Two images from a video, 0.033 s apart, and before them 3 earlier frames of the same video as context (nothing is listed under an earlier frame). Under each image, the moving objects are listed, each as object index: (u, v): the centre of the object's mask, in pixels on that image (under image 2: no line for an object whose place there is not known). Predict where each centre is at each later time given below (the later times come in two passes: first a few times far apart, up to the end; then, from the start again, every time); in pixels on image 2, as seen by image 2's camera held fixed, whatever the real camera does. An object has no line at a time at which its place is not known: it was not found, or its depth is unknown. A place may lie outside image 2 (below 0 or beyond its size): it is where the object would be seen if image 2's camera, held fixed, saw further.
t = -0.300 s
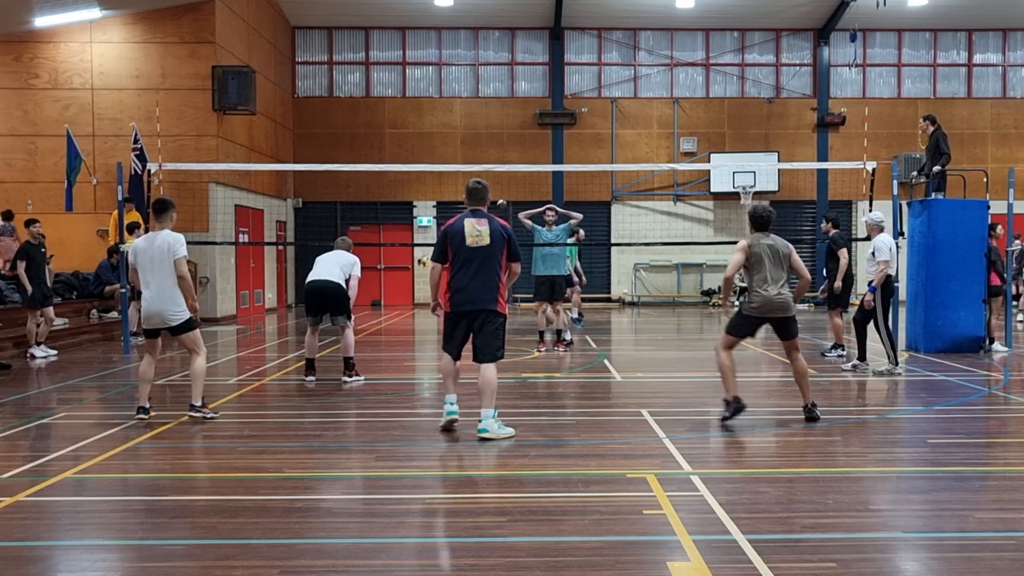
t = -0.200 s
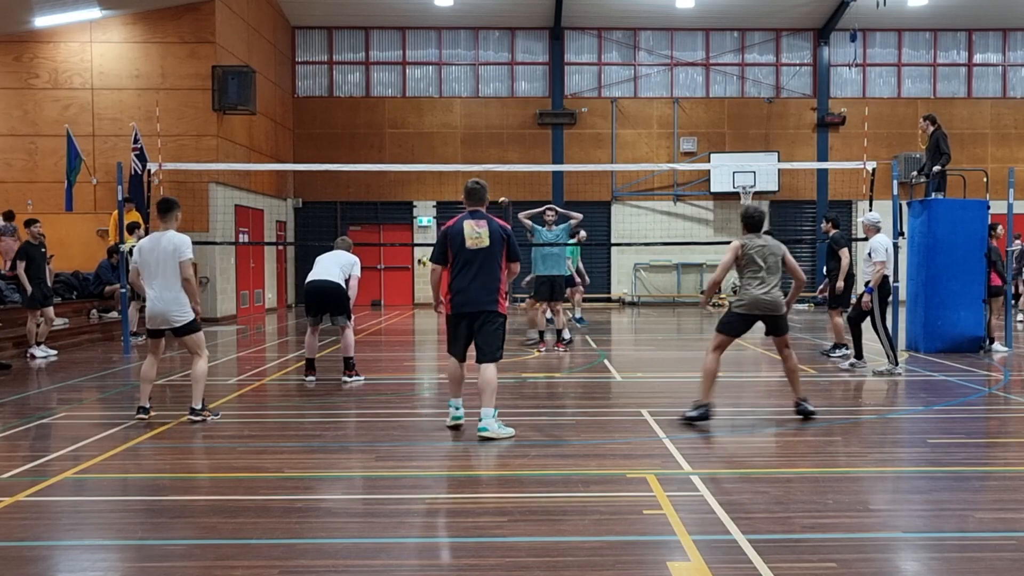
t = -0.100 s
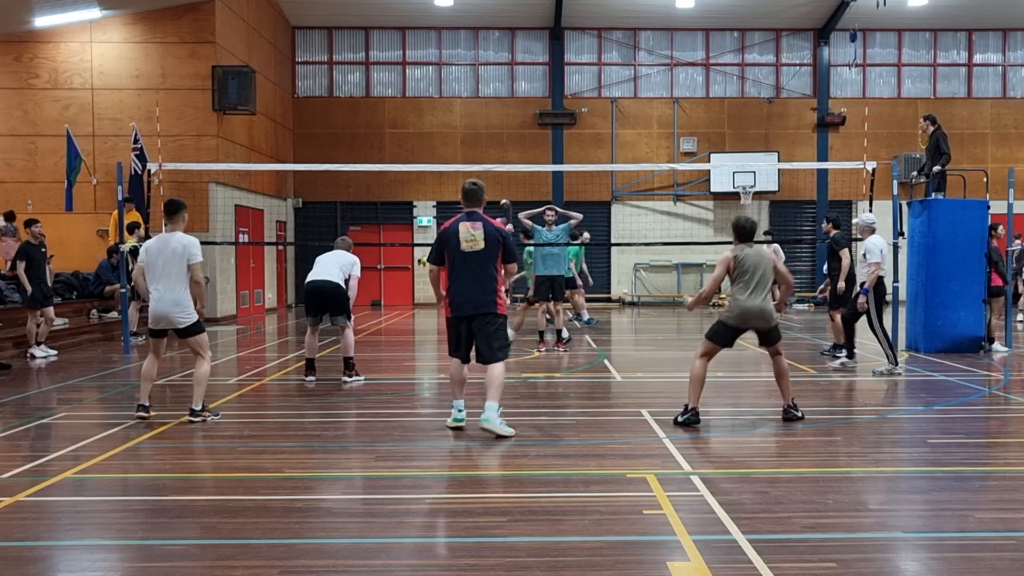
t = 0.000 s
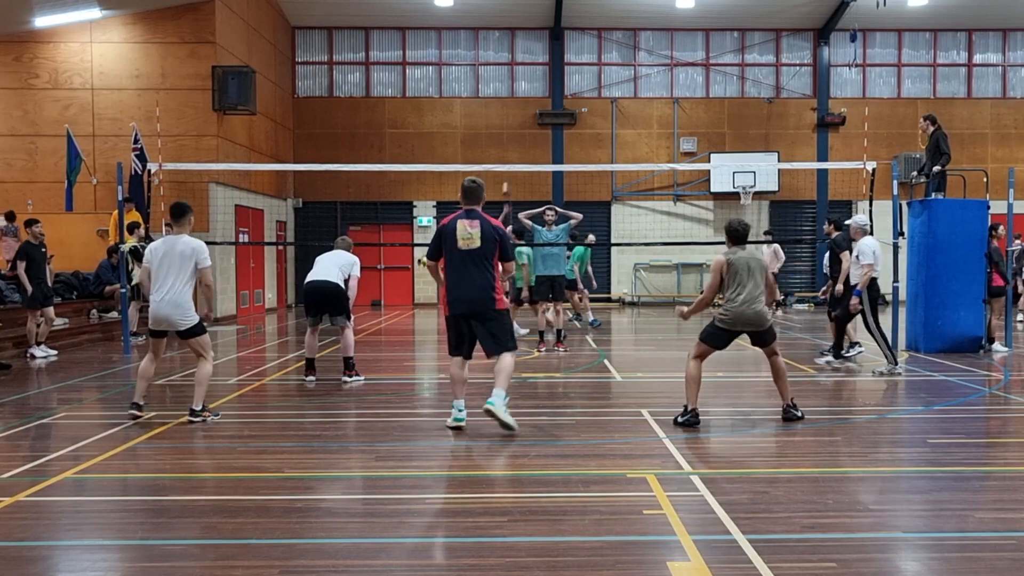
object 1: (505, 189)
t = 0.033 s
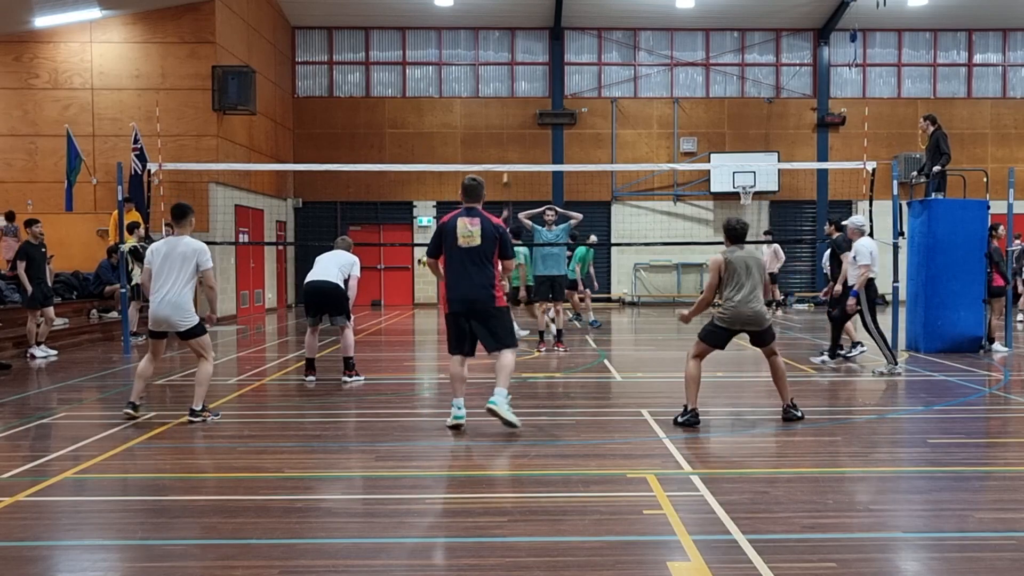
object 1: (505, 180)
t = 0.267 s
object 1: (509, 121)
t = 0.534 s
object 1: (520, 79)
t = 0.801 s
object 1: (547, 73)
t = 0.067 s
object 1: (506, 174)
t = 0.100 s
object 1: (507, 158)
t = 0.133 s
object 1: (507, 152)
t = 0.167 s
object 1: (508, 144)
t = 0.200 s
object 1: (508, 136)
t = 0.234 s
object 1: (509, 128)
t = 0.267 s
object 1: (509, 121)
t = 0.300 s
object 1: (510, 114)
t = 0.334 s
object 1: (511, 108)
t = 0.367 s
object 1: (512, 102)
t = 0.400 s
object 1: (512, 97)
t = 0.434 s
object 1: (514, 91)
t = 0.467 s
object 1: (515, 87)
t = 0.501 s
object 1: (518, 83)
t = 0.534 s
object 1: (520, 79)
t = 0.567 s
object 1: (522, 76)
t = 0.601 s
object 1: (525, 74)
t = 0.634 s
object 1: (528, 72)
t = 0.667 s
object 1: (531, 71)
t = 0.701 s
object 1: (534, 70)
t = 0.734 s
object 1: (538, 70)
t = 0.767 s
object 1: (543, 71)
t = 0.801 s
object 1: (547, 73)
